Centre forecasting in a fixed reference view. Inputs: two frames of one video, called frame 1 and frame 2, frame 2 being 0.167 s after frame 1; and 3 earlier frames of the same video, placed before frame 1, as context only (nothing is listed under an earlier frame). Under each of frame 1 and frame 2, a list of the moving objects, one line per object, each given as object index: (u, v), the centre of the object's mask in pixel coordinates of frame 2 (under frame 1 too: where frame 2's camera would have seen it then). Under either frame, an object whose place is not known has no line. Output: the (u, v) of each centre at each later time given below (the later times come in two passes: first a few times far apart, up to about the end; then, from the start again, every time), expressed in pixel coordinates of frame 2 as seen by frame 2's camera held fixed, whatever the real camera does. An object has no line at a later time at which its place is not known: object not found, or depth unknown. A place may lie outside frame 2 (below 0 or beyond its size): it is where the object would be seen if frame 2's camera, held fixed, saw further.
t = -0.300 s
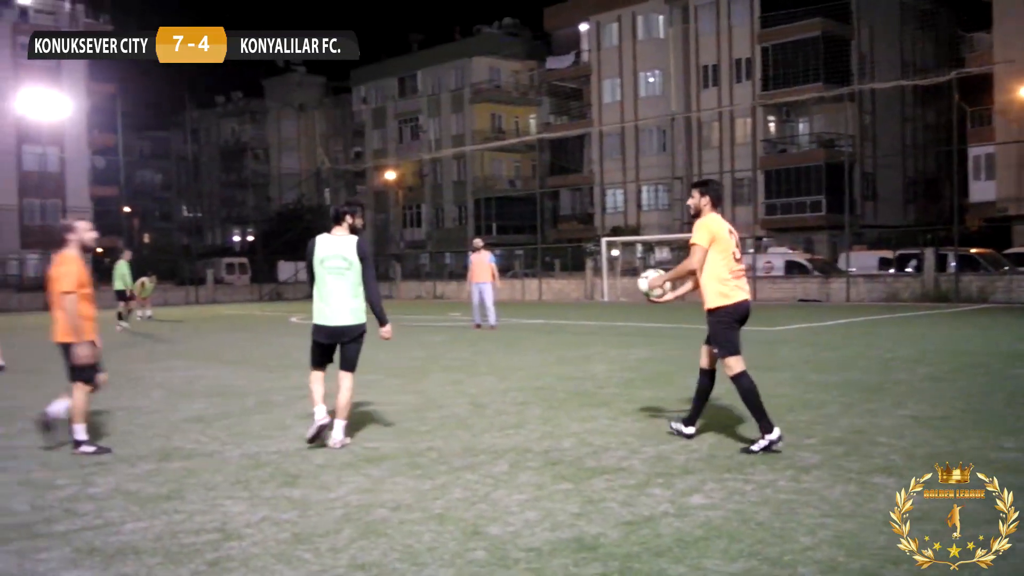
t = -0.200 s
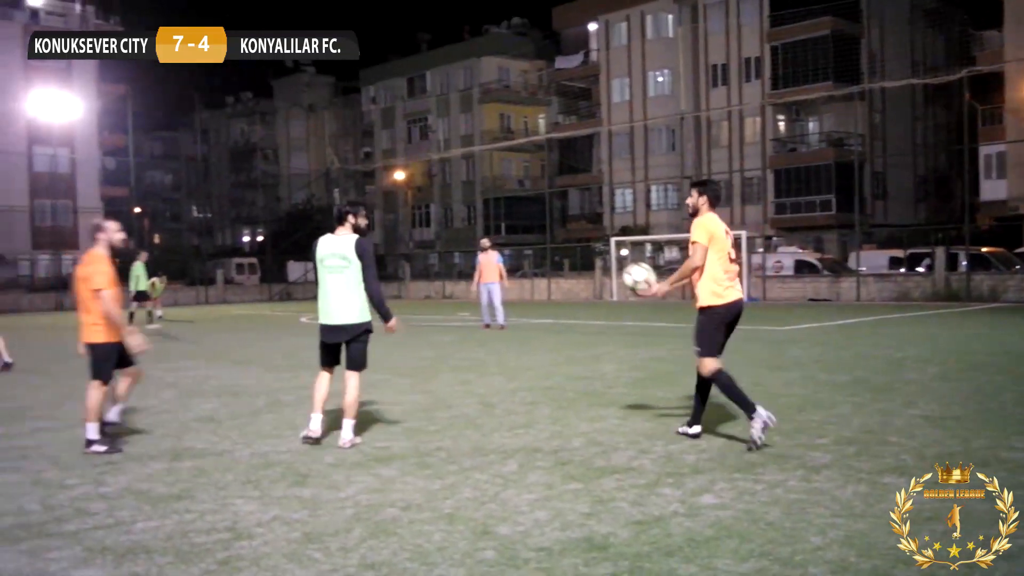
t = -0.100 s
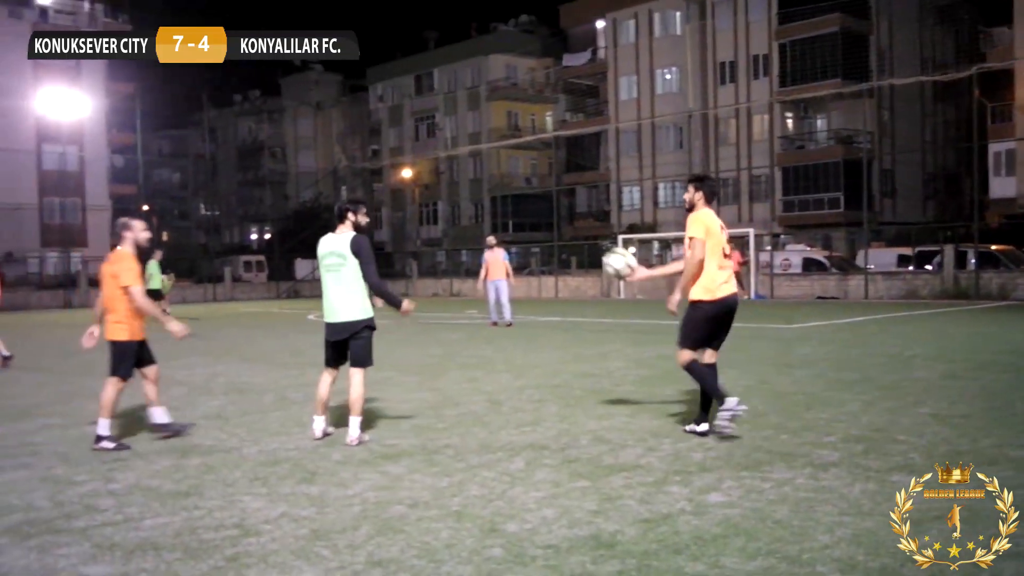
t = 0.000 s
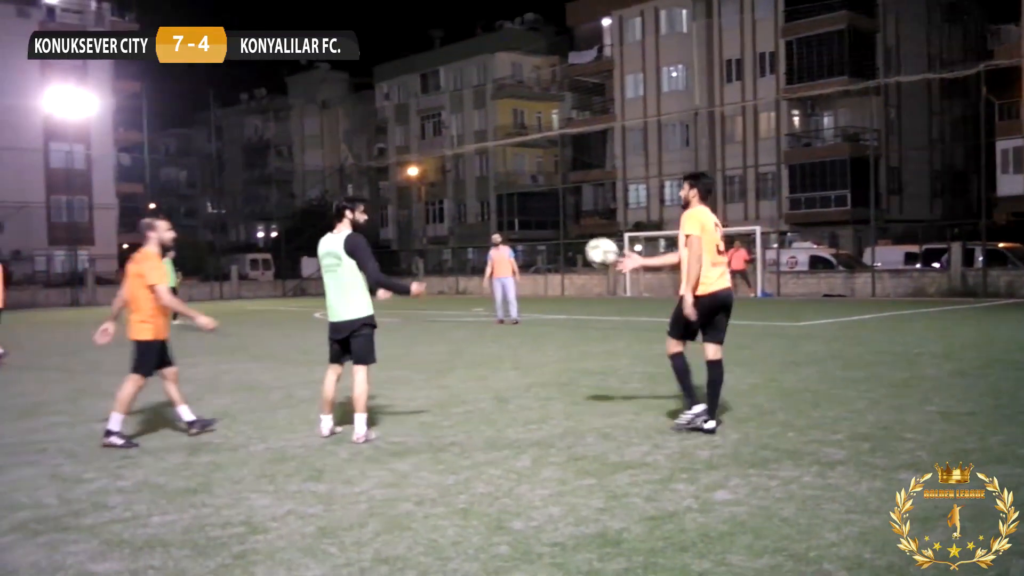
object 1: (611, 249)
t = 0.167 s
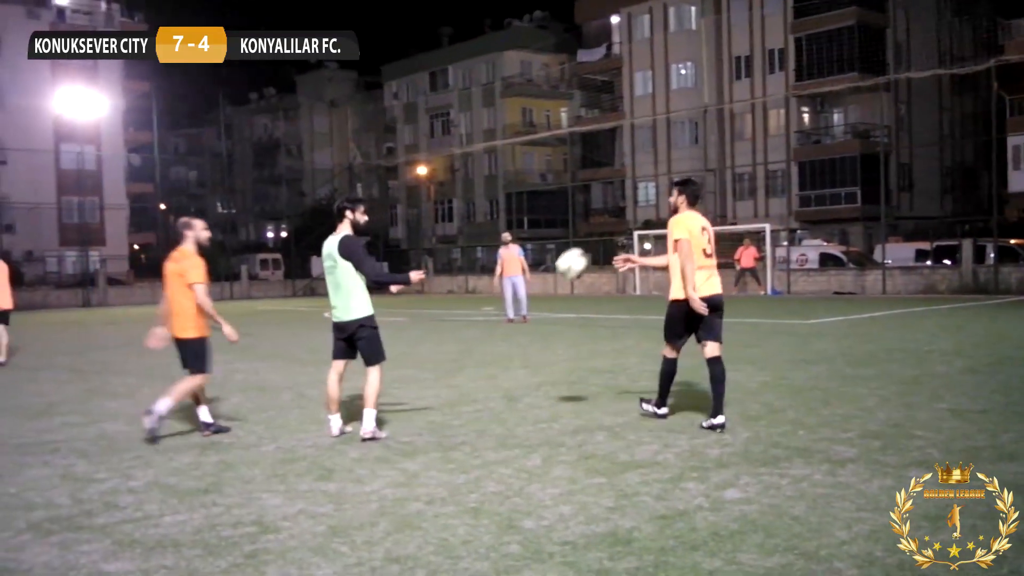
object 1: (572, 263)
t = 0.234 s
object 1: (557, 279)
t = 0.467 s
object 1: (507, 379)
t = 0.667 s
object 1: (474, 359)
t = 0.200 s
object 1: (564, 270)
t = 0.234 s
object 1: (557, 279)
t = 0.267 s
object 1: (549, 289)
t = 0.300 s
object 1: (542, 301)
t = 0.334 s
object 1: (535, 313)
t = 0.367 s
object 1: (528, 328)
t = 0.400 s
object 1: (521, 343)
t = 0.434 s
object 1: (514, 360)
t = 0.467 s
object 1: (507, 379)
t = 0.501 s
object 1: (500, 399)
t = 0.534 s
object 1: (494, 407)
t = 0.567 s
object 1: (489, 393)
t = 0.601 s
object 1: (484, 380)
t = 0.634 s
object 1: (479, 368)
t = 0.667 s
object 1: (474, 359)
